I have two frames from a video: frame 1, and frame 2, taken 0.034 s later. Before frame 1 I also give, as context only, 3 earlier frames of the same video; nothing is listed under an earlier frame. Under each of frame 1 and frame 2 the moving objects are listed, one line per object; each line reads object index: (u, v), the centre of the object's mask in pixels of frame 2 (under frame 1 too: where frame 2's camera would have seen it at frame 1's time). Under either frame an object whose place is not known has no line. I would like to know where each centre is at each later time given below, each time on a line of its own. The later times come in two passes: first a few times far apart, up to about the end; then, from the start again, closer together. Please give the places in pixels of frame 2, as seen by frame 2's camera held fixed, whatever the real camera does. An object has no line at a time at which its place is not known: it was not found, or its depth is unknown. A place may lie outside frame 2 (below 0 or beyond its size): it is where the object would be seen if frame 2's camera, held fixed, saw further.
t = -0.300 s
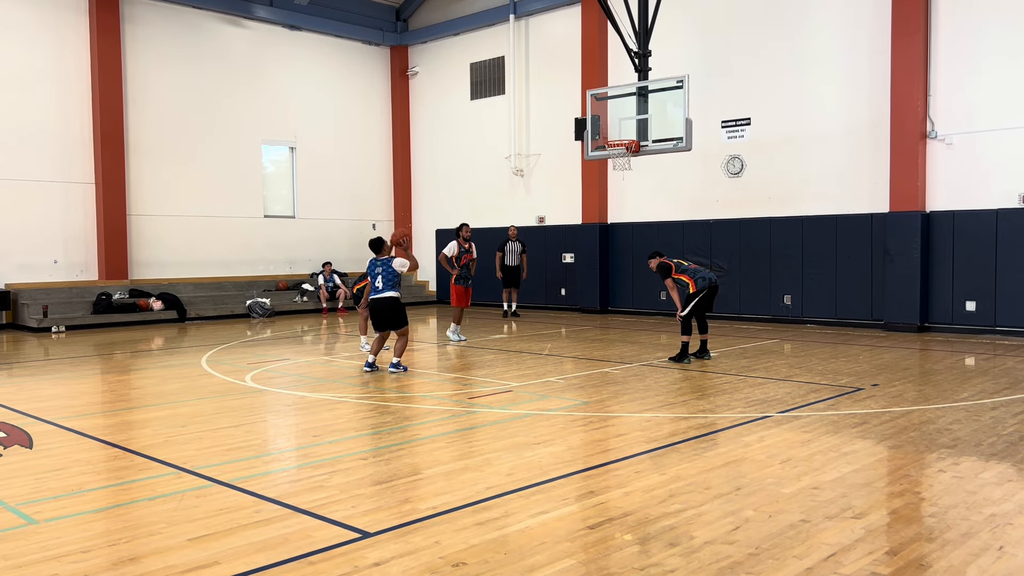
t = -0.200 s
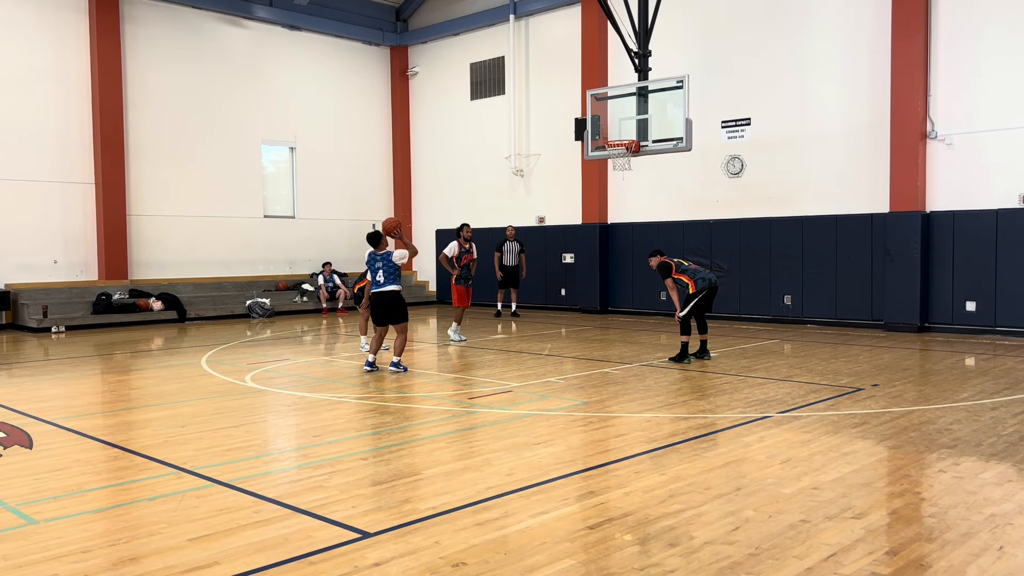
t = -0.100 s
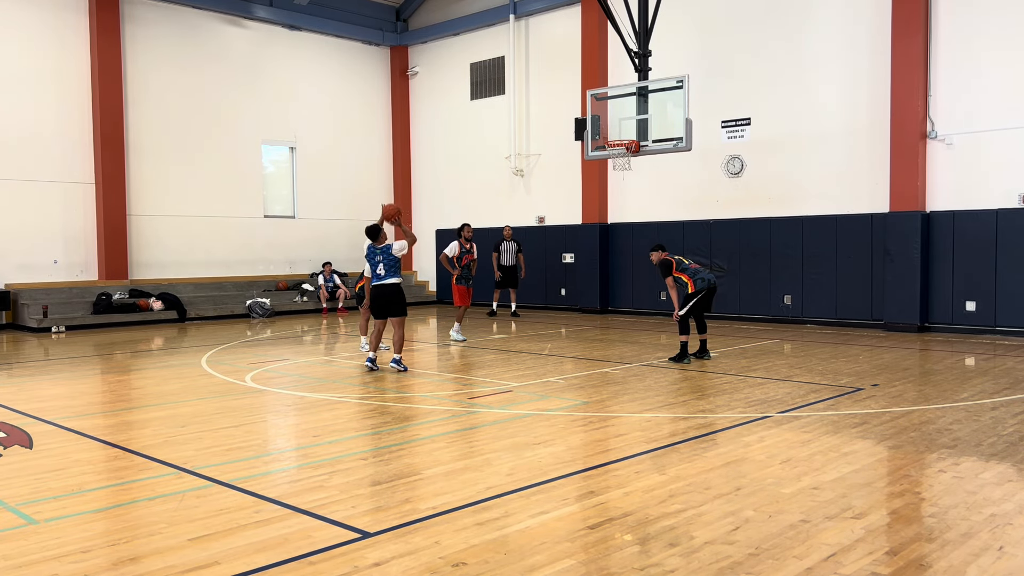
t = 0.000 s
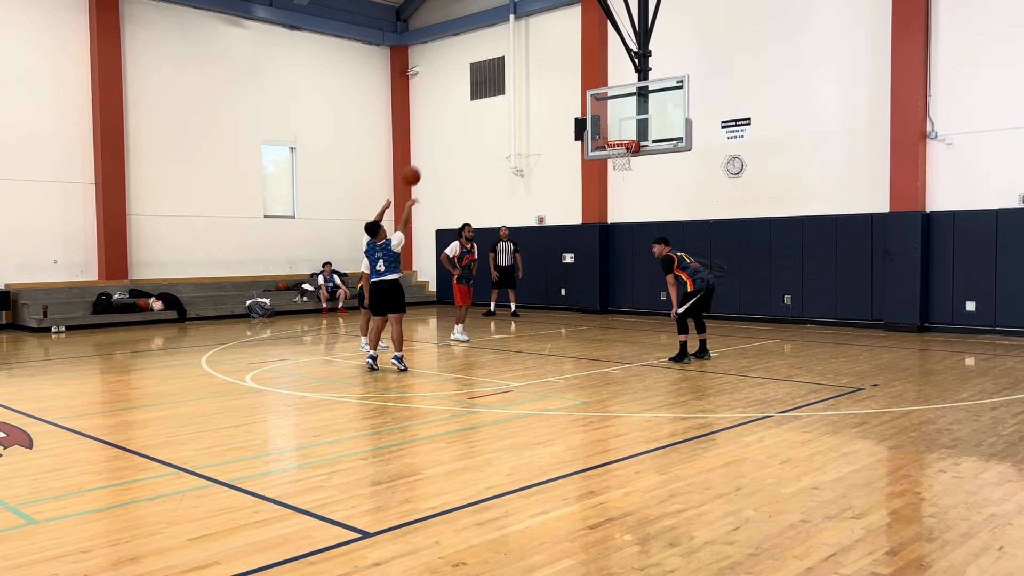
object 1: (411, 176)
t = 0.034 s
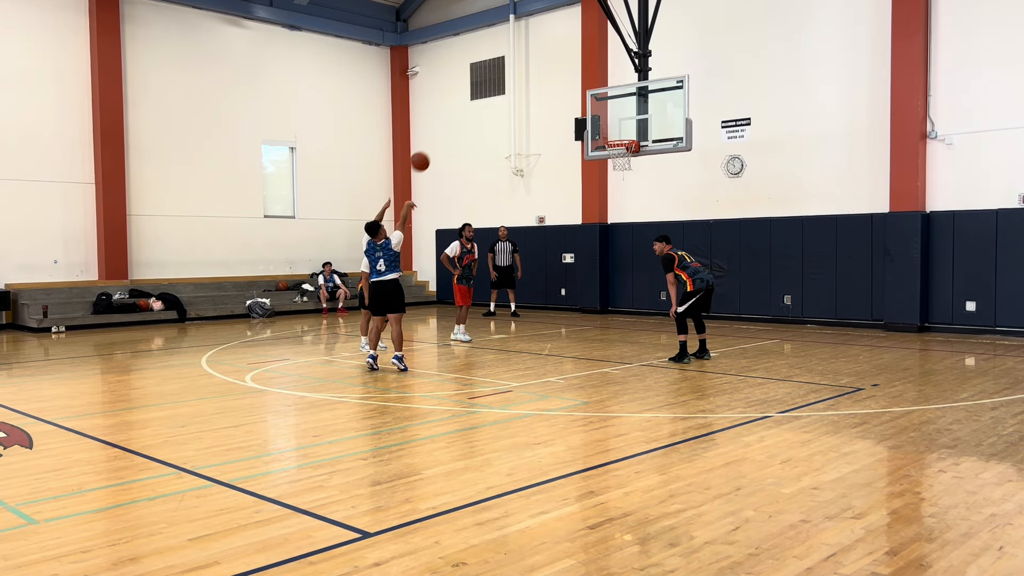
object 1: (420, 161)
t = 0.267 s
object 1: (479, 92)
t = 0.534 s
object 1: (540, 69)
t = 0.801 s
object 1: (592, 96)
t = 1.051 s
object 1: (618, 137)
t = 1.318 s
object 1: (624, 129)
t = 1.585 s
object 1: (628, 147)
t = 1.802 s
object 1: (630, 197)
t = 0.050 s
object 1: (424, 155)
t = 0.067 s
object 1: (429, 148)
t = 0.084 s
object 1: (433, 142)
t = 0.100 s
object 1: (437, 136)
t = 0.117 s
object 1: (442, 131)
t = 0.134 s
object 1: (446, 125)
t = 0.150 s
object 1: (451, 120)
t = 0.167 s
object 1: (455, 115)
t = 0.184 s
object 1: (459, 111)
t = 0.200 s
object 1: (463, 106)
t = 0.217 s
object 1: (467, 102)
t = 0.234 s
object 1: (472, 98)
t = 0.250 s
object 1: (476, 95)
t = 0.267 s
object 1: (479, 92)
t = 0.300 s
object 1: (488, 86)
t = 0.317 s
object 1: (492, 83)
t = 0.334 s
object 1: (496, 81)
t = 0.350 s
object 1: (500, 79)
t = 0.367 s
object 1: (504, 76)
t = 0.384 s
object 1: (507, 75)
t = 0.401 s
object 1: (511, 73)
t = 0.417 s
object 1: (515, 72)
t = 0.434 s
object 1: (519, 71)
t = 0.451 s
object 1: (522, 70)
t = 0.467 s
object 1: (526, 69)
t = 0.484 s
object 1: (529, 69)
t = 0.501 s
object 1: (533, 69)
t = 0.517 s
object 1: (536, 68)
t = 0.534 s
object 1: (540, 69)
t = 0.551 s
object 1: (543, 69)
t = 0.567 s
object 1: (547, 70)
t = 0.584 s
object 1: (550, 70)
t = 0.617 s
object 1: (557, 72)
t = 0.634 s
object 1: (560, 74)
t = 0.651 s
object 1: (564, 75)
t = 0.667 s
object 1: (567, 77)
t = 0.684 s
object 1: (570, 79)
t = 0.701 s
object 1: (573, 81)
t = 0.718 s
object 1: (576, 83)
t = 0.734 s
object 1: (579, 85)
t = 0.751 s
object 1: (583, 88)
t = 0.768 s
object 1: (585, 91)
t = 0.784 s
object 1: (589, 93)
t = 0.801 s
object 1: (592, 96)
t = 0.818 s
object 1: (595, 99)
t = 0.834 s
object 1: (598, 102)
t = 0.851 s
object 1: (601, 106)
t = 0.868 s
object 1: (604, 110)
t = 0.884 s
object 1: (607, 113)
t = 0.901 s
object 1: (609, 117)
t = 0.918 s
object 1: (612, 121)
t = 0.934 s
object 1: (615, 125)
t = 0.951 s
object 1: (618, 130)
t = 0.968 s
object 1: (620, 133)
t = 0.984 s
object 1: (623, 136)
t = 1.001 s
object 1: (623, 136)
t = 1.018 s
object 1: (621, 136)
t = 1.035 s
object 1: (620, 137)
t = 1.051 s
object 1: (618, 137)
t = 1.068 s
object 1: (618, 136)
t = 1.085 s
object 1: (619, 136)
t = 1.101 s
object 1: (619, 136)
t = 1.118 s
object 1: (619, 137)
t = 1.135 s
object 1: (620, 137)
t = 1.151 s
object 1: (620, 136)
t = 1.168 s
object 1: (621, 135)
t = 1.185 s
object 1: (621, 135)
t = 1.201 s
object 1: (622, 134)
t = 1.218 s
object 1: (622, 133)
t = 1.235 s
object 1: (623, 133)
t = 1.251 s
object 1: (623, 132)
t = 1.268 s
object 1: (623, 131)
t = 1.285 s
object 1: (623, 131)
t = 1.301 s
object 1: (624, 130)
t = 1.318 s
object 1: (624, 129)
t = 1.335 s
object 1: (624, 129)
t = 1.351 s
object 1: (624, 129)
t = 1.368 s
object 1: (625, 129)
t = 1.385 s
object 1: (625, 129)
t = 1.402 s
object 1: (625, 130)
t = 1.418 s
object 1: (625, 130)
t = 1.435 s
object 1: (626, 131)
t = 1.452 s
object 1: (626, 132)
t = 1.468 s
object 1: (626, 133)
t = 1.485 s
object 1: (626, 135)
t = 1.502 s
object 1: (626, 136)
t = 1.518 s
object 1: (627, 138)
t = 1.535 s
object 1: (627, 141)
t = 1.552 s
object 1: (627, 142)
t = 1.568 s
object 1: (627, 145)
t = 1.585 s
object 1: (628, 147)
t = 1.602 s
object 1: (628, 149)
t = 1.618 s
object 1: (628, 153)
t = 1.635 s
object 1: (628, 156)
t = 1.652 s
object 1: (628, 159)
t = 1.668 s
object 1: (629, 162)
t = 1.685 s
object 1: (629, 166)
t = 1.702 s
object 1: (629, 170)
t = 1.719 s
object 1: (629, 174)
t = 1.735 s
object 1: (629, 178)
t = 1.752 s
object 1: (629, 182)
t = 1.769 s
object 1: (630, 187)
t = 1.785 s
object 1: (630, 192)
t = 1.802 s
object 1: (630, 197)
